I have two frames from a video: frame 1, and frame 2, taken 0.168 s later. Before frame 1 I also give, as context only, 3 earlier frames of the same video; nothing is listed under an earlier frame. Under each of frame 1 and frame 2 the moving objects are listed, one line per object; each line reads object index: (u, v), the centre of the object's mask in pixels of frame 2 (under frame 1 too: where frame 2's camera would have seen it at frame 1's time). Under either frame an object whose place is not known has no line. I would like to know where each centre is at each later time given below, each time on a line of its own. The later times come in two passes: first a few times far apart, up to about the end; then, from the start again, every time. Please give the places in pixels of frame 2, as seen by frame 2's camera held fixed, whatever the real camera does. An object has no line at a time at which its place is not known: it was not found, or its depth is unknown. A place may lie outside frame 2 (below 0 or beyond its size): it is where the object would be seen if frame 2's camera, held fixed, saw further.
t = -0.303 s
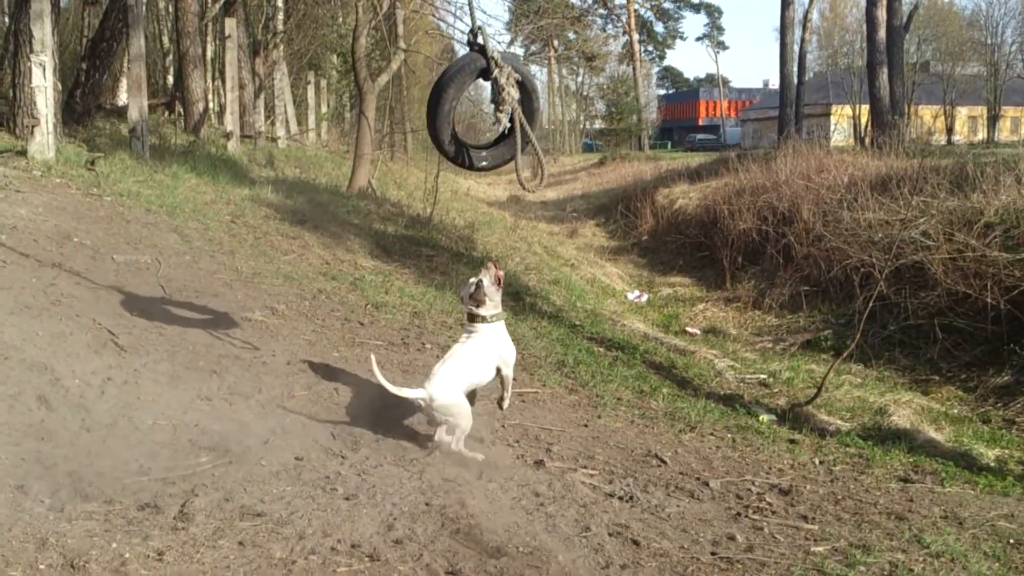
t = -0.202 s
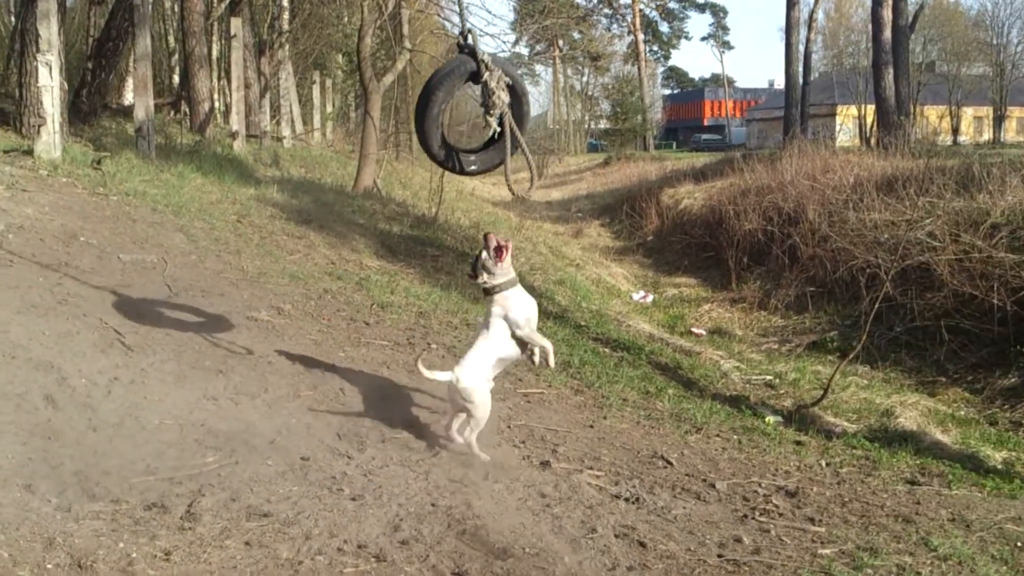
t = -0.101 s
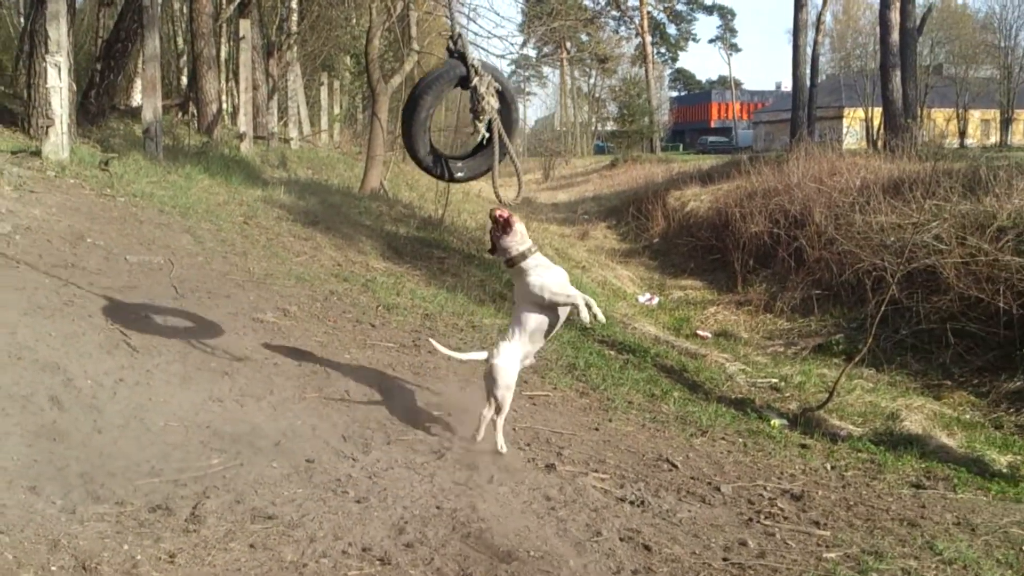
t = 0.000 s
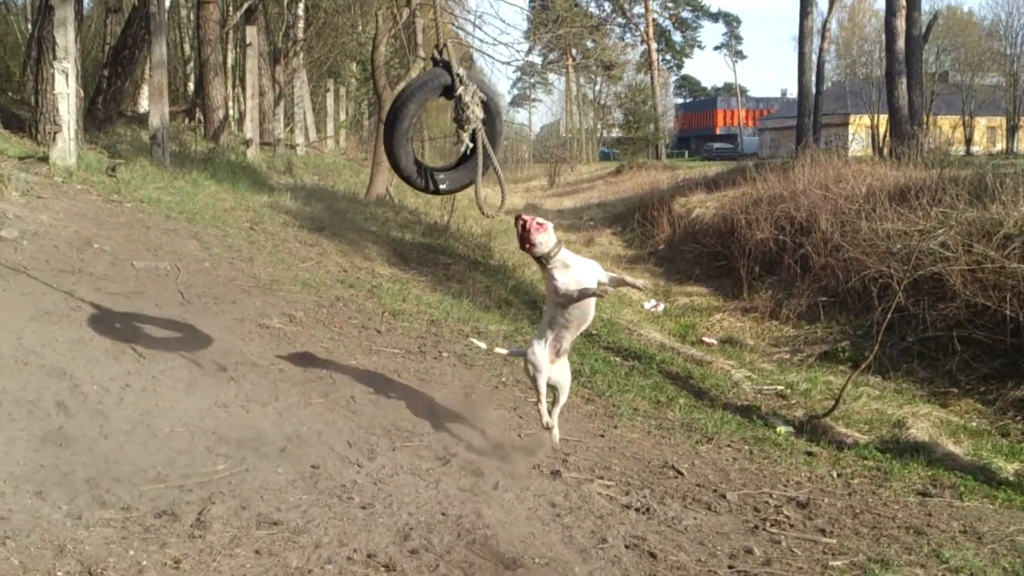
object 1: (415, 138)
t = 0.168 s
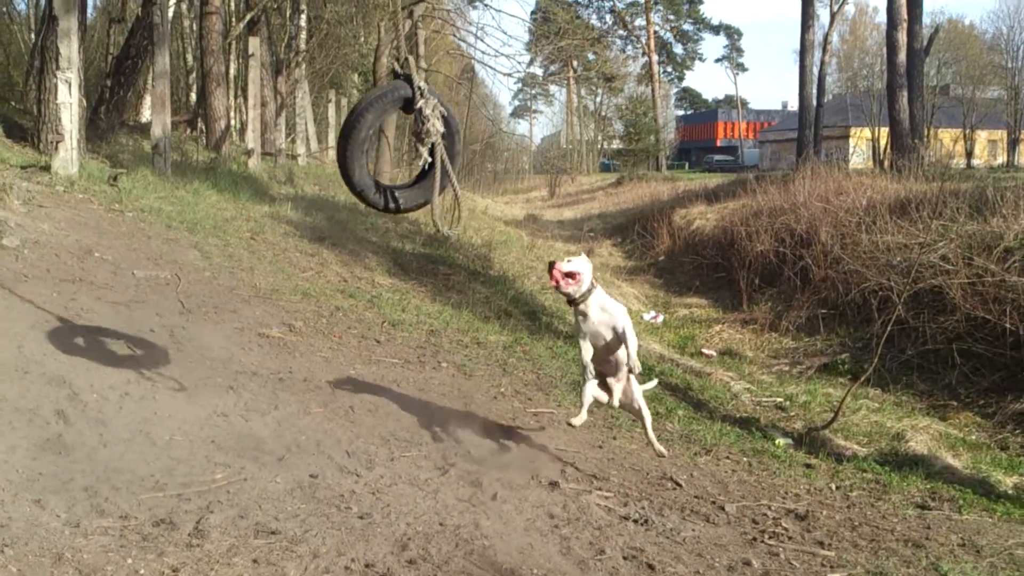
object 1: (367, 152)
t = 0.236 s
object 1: (347, 148)
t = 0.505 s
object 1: (254, 152)
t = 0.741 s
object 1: (165, 144)
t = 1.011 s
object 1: (72, 121)
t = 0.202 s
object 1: (358, 151)
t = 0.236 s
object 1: (347, 148)
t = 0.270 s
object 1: (336, 150)
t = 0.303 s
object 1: (326, 150)
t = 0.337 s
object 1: (314, 155)
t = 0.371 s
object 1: (304, 149)
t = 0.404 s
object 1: (290, 154)
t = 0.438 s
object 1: (280, 149)
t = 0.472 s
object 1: (266, 154)
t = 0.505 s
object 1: (254, 152)
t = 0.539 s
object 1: (242, 147)
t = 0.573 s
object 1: (230, 151)
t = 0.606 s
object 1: (219, 148)
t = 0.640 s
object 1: (202, 148)
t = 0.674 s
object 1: (190, 141)
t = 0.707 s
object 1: (179, 142)
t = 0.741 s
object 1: (165, 144)
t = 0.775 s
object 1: (151, 142)
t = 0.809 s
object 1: (138, 139)
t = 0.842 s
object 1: (127, 140)
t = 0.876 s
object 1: (114, 137)
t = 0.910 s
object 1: (103, 134)
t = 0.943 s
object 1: (90, 132)
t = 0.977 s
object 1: (80, 126)
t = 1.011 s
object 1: (72, 121)
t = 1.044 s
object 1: (57, 122)
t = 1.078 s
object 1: (51, 119)
